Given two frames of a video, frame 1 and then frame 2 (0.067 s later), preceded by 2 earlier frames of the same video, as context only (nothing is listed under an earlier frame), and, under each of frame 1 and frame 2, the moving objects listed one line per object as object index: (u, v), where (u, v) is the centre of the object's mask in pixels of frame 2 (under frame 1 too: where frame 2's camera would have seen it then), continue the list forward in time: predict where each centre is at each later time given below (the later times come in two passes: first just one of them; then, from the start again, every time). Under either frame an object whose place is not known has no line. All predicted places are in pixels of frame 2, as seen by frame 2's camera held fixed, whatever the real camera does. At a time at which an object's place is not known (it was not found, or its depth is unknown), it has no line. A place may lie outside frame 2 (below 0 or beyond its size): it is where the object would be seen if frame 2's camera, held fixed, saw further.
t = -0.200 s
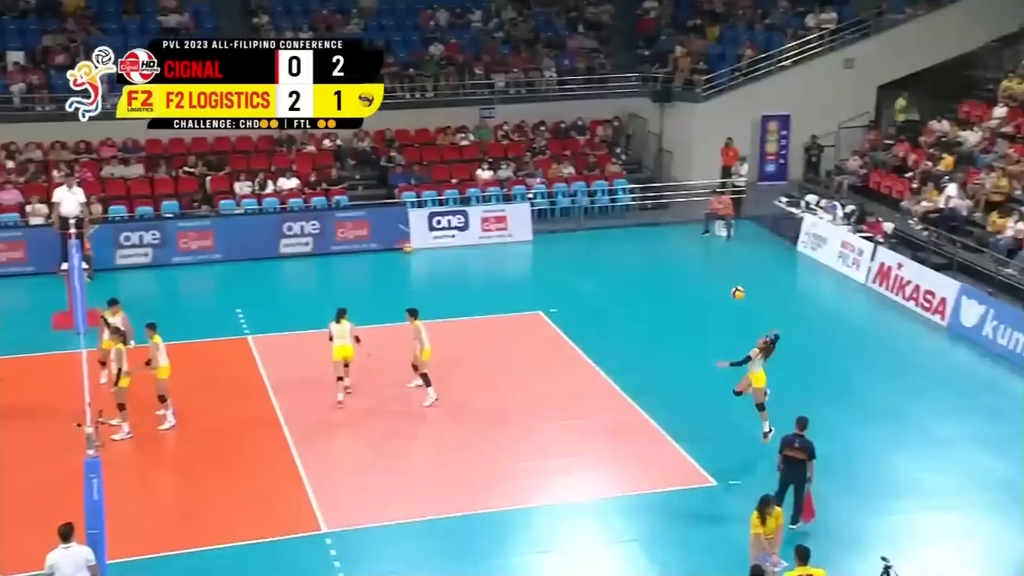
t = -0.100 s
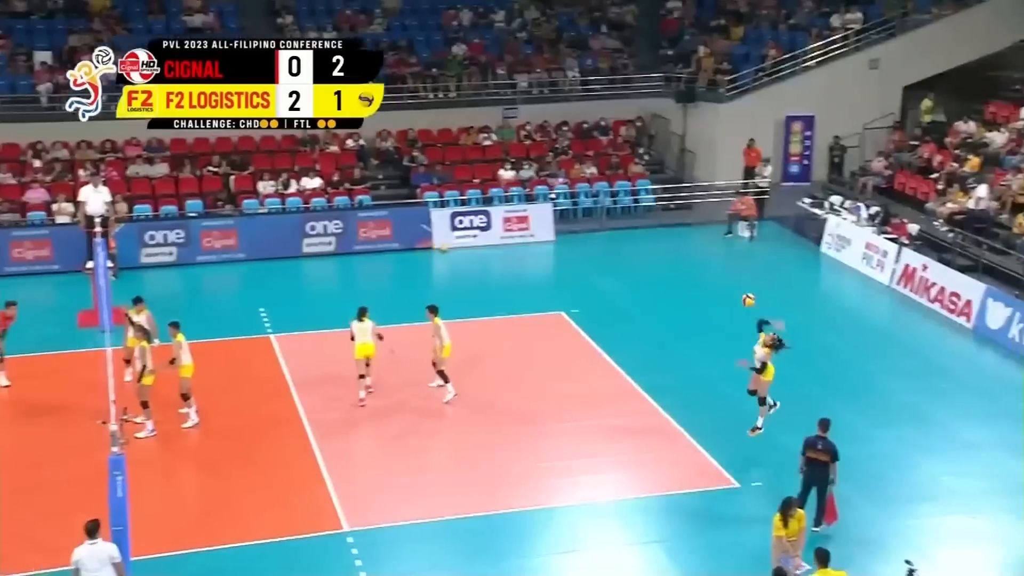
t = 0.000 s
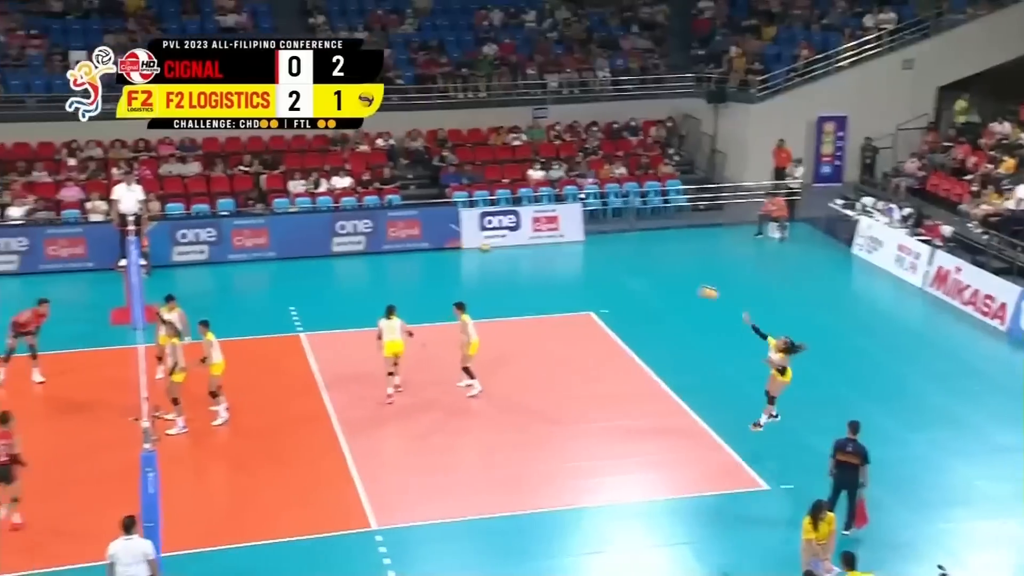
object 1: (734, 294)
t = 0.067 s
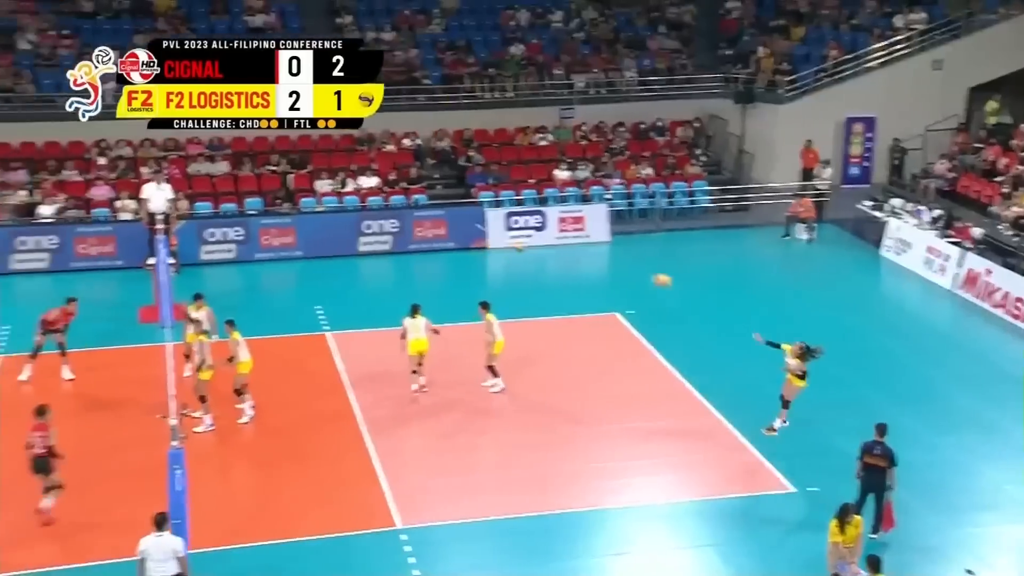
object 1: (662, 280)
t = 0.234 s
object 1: (486, 258)
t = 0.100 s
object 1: (625, 274)
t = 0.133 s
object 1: (590, 269)
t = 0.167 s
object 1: (555, 265)
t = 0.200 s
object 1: (520, 261)
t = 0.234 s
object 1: (486, 258)
